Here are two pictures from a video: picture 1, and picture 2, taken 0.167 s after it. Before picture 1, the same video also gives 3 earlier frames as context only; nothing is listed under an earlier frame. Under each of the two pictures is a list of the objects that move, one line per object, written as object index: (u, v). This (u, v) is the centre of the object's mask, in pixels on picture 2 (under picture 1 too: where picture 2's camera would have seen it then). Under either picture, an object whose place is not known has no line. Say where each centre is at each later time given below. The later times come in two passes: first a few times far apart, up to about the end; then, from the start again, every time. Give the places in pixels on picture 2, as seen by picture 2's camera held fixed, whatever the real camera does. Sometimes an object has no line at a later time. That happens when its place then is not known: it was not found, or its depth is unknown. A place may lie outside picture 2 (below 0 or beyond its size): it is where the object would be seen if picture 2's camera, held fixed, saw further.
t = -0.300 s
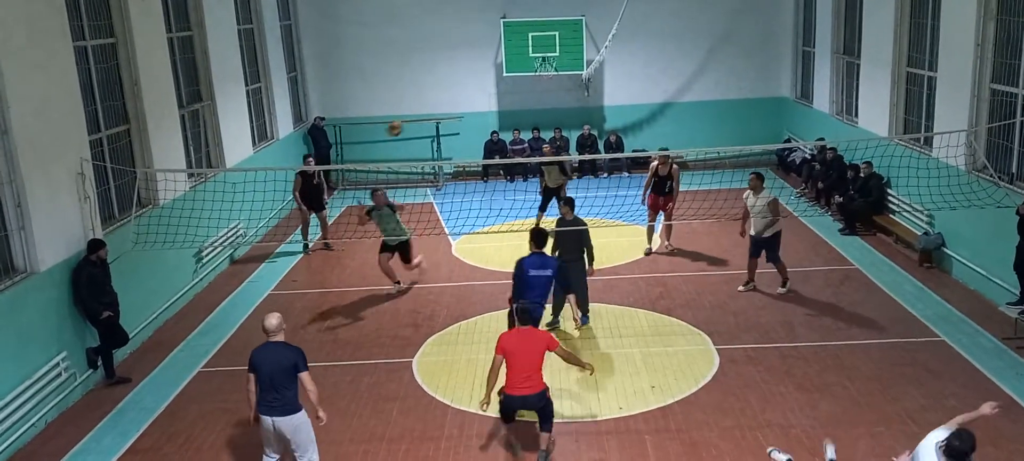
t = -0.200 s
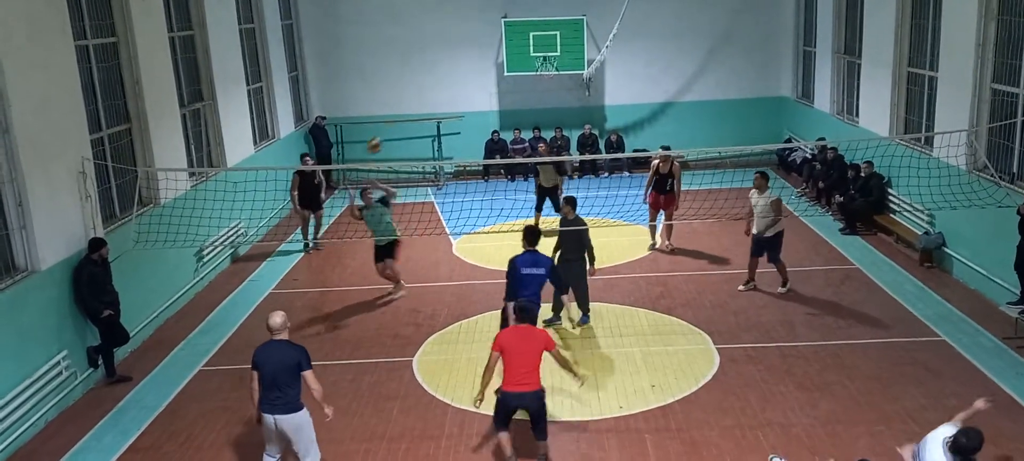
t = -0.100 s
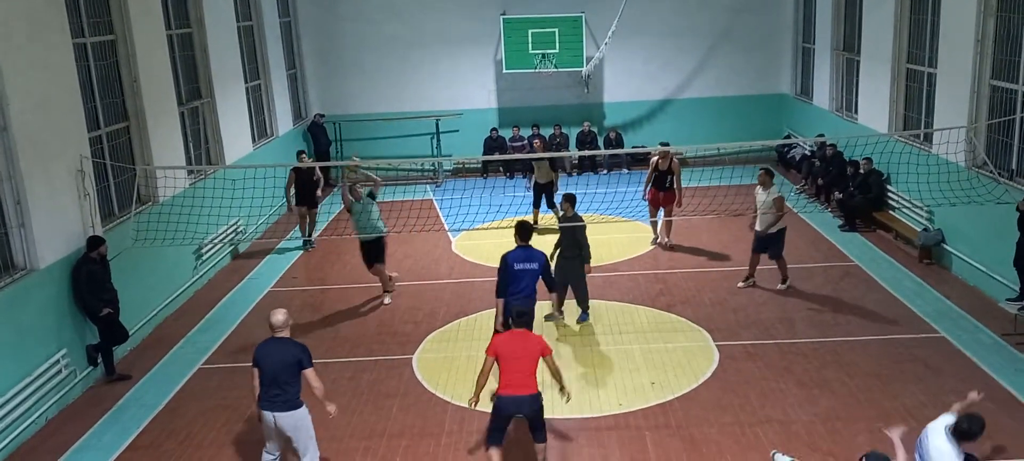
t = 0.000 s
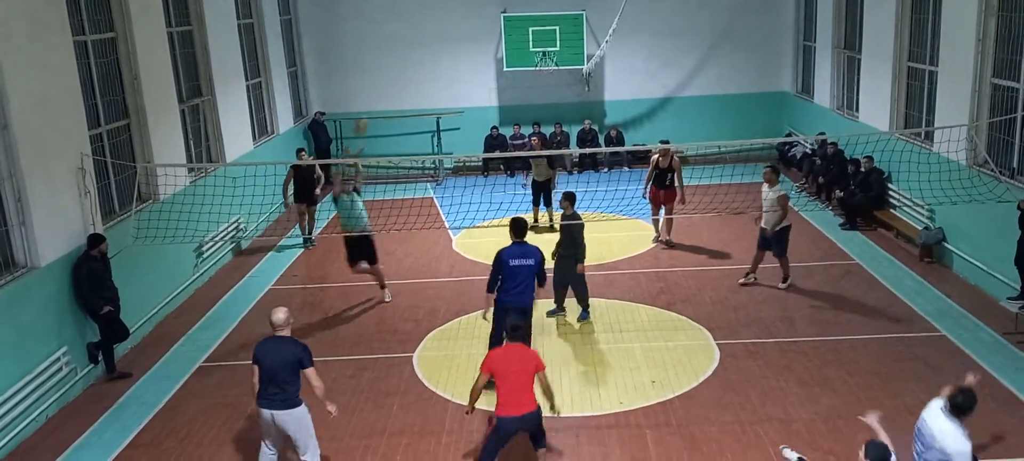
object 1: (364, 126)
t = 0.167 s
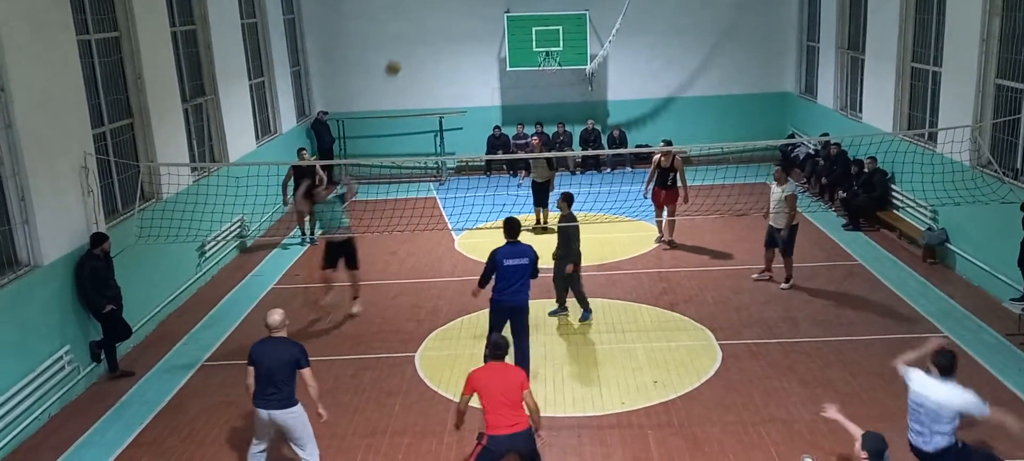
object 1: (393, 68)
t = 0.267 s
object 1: (412, 43)
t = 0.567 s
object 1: (469, 9)
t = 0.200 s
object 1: (399, 59)
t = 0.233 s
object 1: (405, 51)
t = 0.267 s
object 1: (412, 43)
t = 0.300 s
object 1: (418, 36)
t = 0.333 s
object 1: (425, 30)
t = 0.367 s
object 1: (431, 25)
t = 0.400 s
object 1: (437, 20)
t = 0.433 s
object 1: (443, 17)
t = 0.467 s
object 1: (450, 14)
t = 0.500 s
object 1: (456, 12)
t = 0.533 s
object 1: (463, 10)
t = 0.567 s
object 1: (469, 9)
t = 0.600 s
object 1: (476, 9)
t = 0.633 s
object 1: (482, 10)
